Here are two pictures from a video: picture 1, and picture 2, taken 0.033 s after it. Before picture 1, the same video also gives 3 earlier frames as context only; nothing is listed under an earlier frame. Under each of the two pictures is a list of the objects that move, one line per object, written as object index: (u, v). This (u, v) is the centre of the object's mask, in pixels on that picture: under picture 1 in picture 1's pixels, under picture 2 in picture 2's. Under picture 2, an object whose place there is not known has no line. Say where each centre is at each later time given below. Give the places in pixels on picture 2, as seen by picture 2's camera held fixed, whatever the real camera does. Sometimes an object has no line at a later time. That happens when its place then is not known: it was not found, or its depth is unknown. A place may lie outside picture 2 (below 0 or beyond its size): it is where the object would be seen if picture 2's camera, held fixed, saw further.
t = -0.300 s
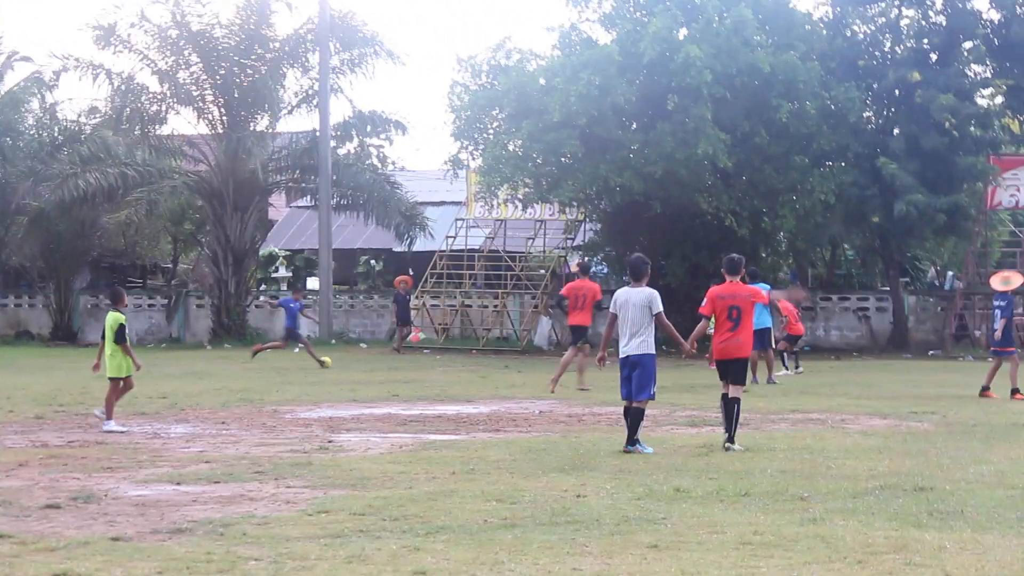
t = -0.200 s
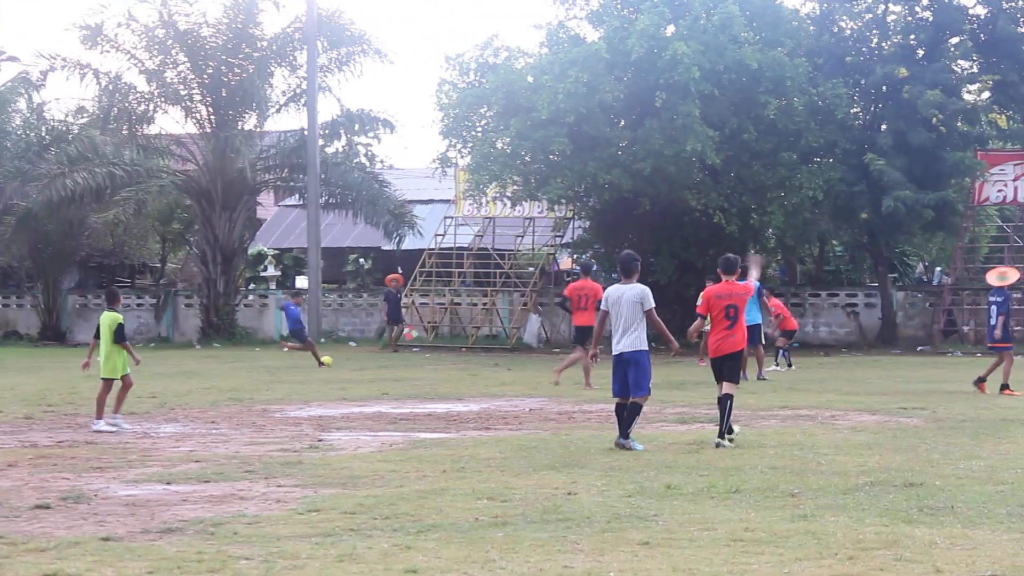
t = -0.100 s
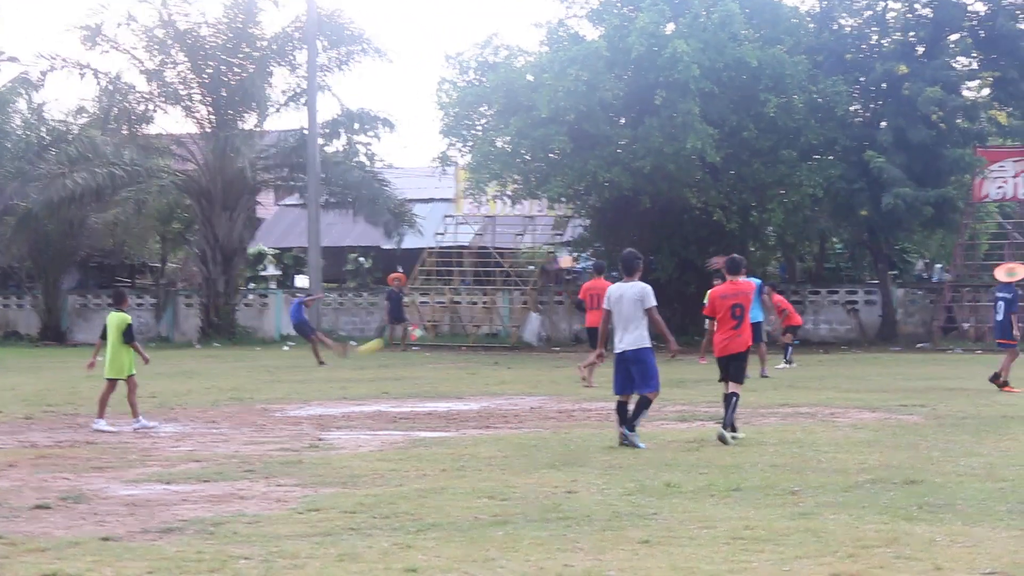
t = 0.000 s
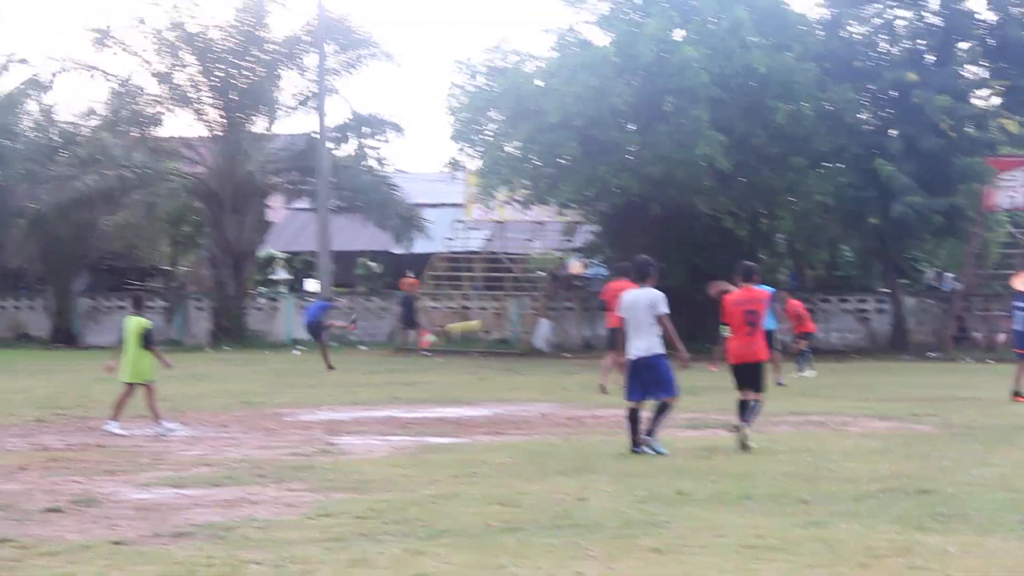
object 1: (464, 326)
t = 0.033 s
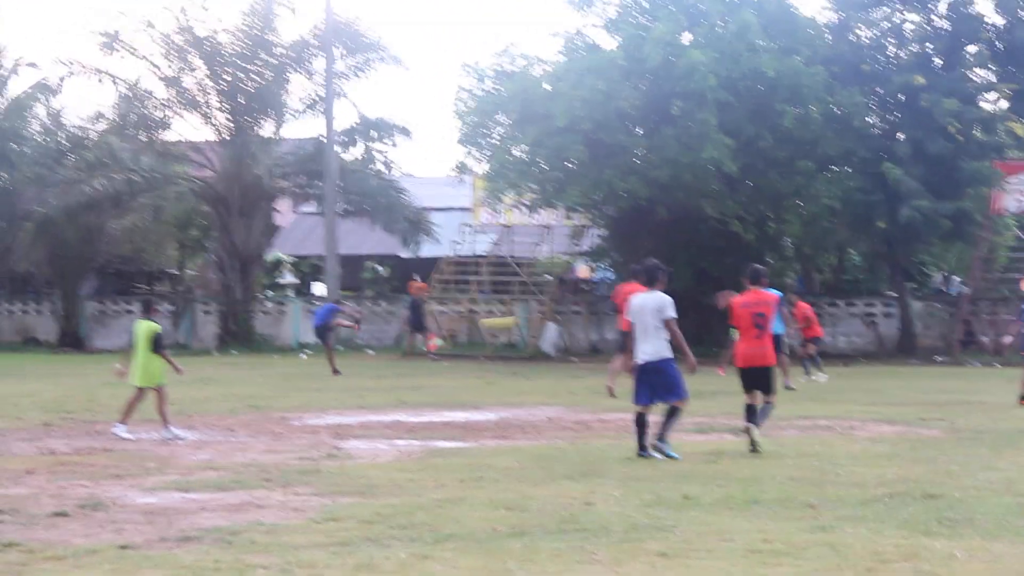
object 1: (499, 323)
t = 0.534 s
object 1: (931, 253)
